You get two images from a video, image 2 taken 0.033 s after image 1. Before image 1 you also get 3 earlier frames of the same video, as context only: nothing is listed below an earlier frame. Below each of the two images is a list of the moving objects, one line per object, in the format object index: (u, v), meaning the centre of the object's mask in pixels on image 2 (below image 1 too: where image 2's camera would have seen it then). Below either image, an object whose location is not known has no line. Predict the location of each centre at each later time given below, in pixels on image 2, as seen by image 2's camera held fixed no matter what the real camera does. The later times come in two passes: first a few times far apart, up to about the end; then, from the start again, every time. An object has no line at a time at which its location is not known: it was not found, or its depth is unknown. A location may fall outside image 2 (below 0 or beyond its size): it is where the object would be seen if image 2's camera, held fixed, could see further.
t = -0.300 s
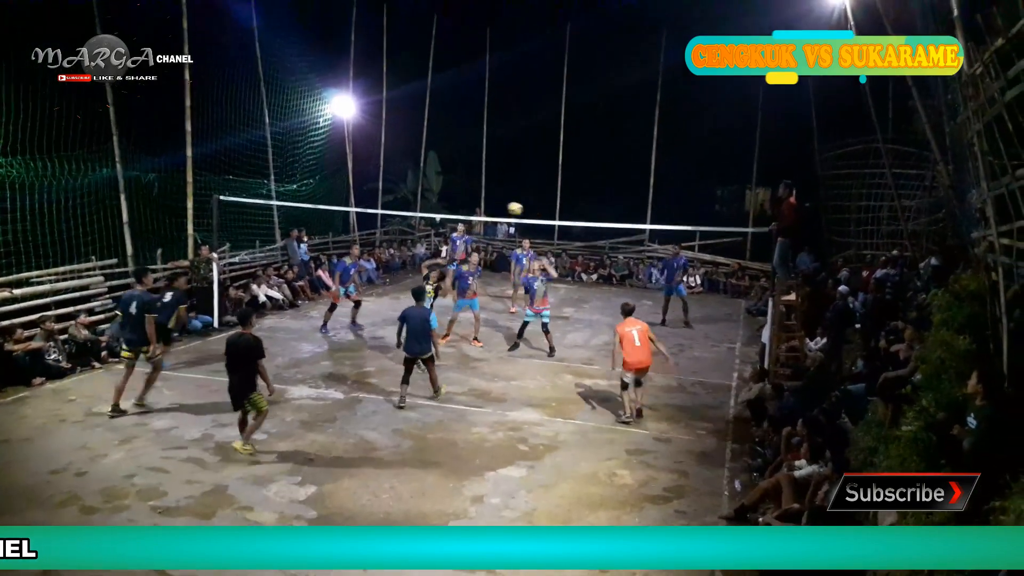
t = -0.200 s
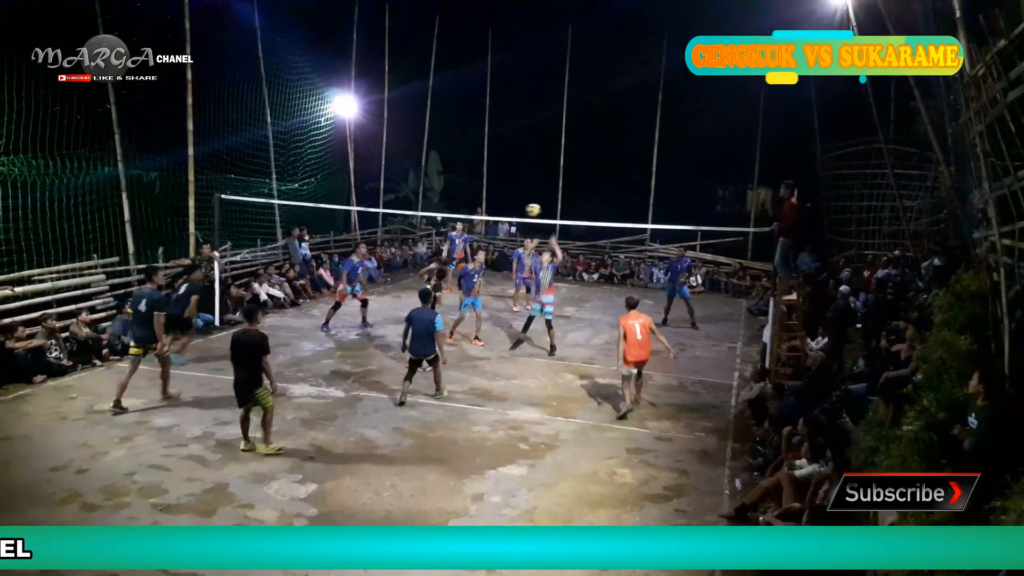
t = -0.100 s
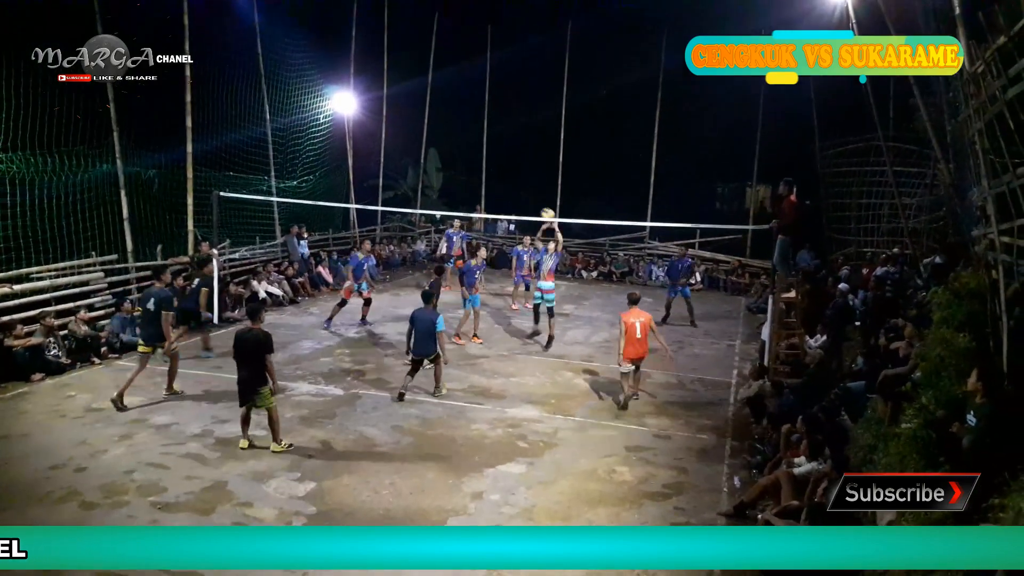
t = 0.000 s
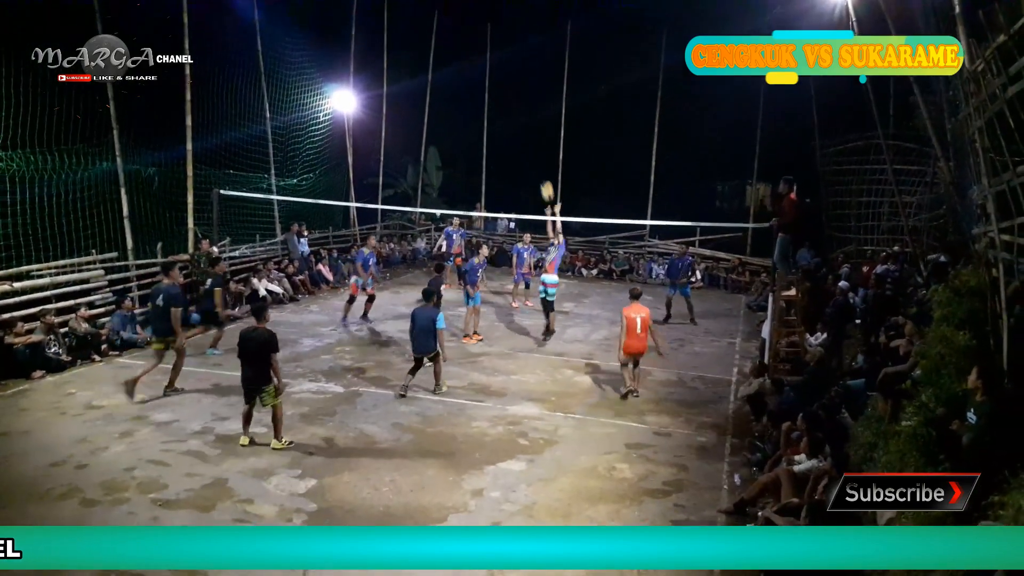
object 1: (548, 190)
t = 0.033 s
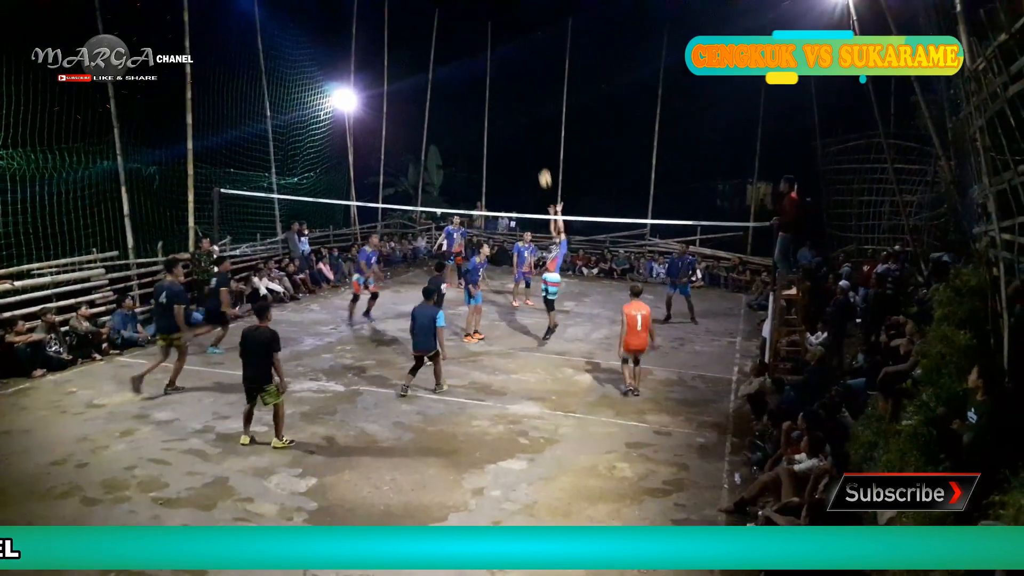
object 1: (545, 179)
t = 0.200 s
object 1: (530, 132)
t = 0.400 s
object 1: (512, 98)
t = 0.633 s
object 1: (491, 88)
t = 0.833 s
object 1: (472, 104)
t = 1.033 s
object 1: (454, 141)
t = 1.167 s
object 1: (442, 175)
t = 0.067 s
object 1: (542, 168)
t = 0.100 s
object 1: (539, 158)
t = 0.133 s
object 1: (536, 149)
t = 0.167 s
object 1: (533, 140)
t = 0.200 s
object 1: (530, 132)
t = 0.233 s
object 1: (527, 125)
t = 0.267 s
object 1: (524, 118)
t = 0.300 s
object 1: (521, 112)
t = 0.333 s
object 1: (517, 107)
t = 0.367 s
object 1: (514, 102)
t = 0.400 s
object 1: (512, 98)
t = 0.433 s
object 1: (508, 95)
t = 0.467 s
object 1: (505, 92)
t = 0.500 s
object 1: (502, 90)
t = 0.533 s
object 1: (500, 88)
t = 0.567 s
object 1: (497, 88)
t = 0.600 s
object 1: (494, 88)
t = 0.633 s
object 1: (491, 88)
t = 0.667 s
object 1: (487, 89)
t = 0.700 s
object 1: (484, 91)
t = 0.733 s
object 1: (481, 93)
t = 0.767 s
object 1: (478, 96)
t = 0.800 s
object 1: (475, 100)
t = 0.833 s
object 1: (472, 104)
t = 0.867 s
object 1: (469, 109)
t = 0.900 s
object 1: (466, 114)
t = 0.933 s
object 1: (463, 120)
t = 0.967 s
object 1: (460, 126)
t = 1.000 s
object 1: (457, 133)
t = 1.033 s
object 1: (454, 141)
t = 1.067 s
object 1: (451, 148)
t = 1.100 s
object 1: (448, 157)
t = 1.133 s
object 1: (445, 166)
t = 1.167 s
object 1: (442, 175)
